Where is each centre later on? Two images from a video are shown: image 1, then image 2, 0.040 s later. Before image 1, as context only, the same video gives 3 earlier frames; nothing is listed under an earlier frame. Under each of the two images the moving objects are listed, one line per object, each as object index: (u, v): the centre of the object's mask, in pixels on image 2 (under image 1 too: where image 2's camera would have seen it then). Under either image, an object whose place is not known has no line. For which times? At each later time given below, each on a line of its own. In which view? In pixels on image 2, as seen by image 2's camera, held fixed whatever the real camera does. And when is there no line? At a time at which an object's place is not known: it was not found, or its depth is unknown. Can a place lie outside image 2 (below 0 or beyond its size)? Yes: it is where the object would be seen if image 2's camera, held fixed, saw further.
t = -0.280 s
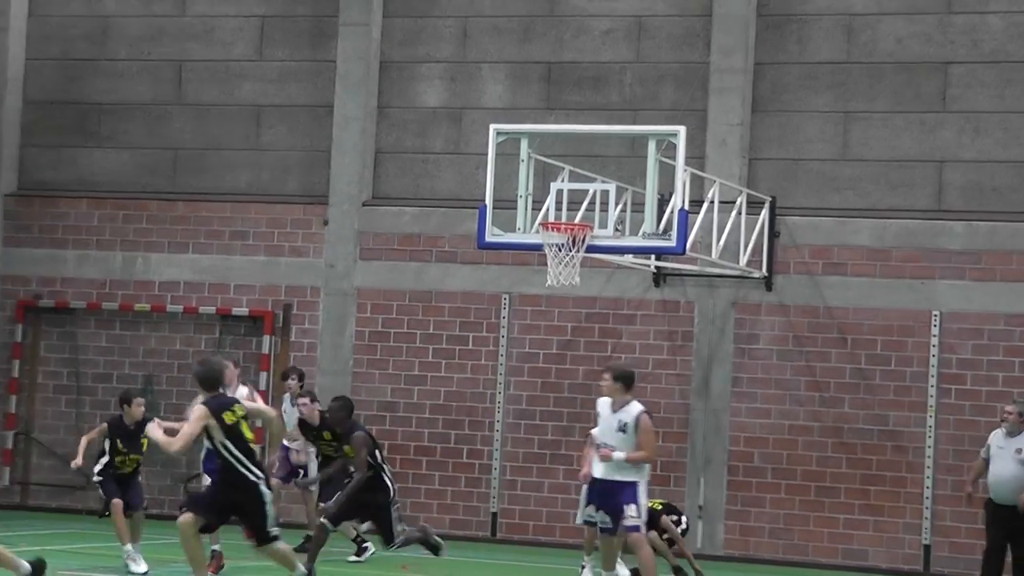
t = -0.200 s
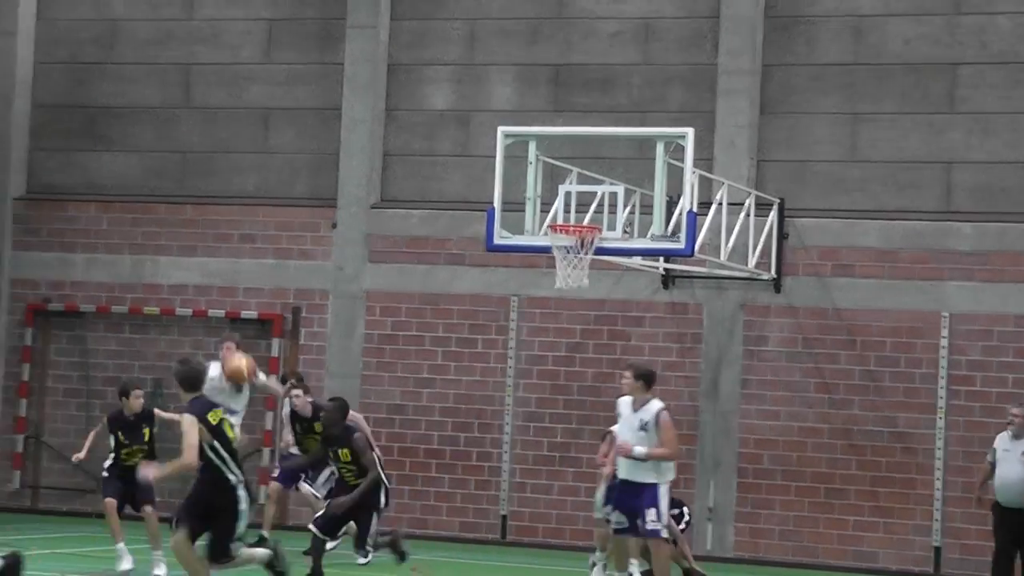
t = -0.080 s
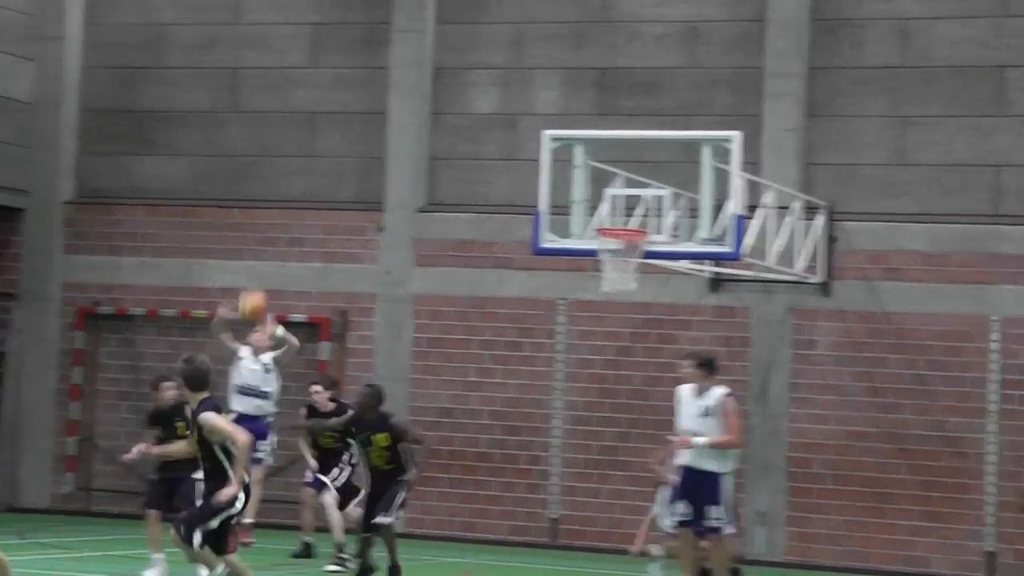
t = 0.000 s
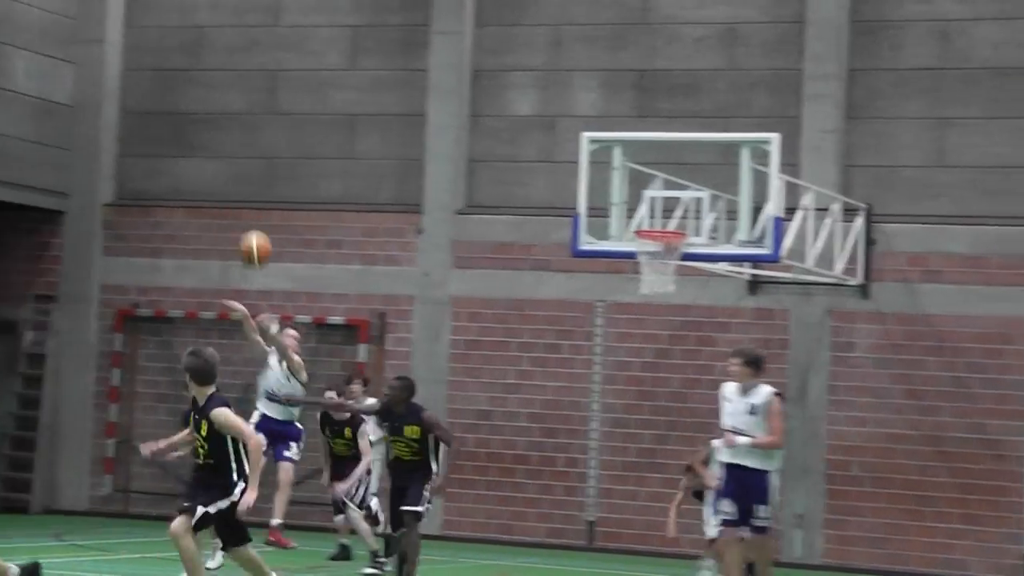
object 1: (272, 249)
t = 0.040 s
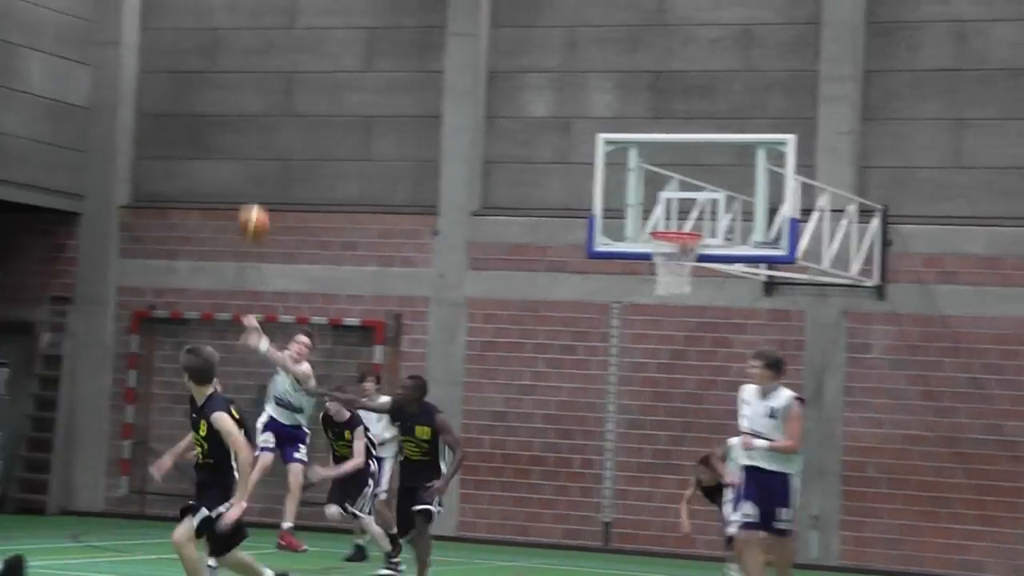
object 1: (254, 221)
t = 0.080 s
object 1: (232, 196)
